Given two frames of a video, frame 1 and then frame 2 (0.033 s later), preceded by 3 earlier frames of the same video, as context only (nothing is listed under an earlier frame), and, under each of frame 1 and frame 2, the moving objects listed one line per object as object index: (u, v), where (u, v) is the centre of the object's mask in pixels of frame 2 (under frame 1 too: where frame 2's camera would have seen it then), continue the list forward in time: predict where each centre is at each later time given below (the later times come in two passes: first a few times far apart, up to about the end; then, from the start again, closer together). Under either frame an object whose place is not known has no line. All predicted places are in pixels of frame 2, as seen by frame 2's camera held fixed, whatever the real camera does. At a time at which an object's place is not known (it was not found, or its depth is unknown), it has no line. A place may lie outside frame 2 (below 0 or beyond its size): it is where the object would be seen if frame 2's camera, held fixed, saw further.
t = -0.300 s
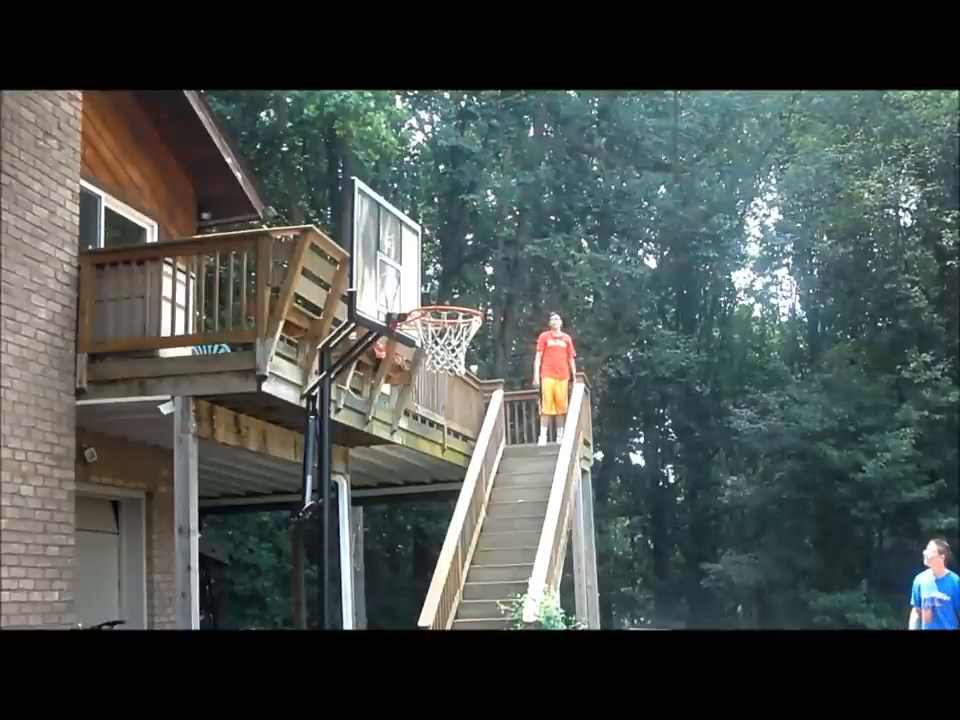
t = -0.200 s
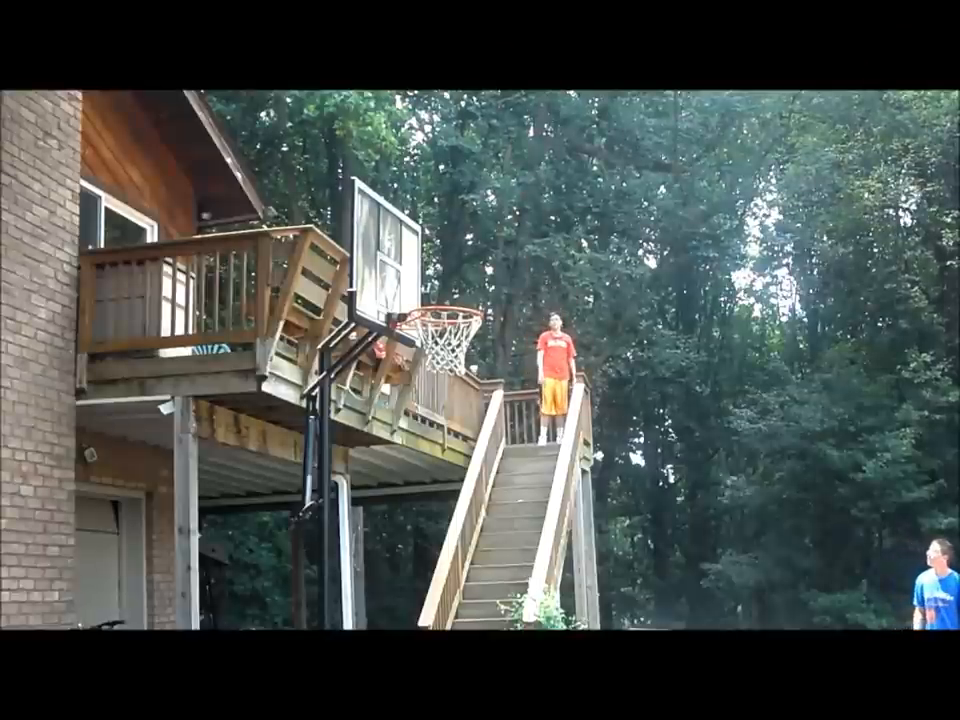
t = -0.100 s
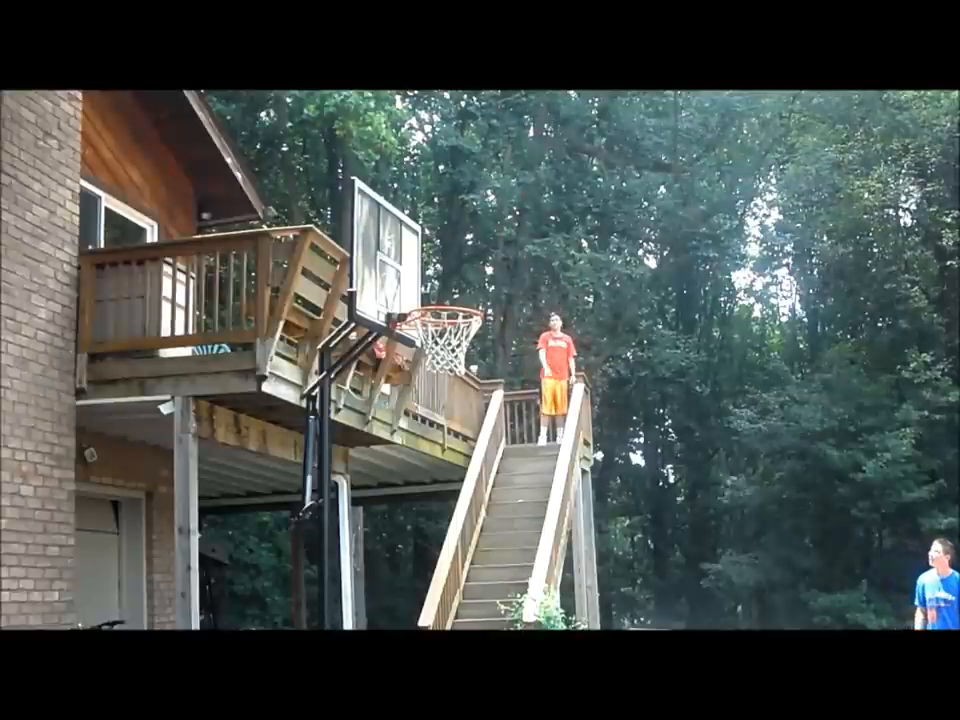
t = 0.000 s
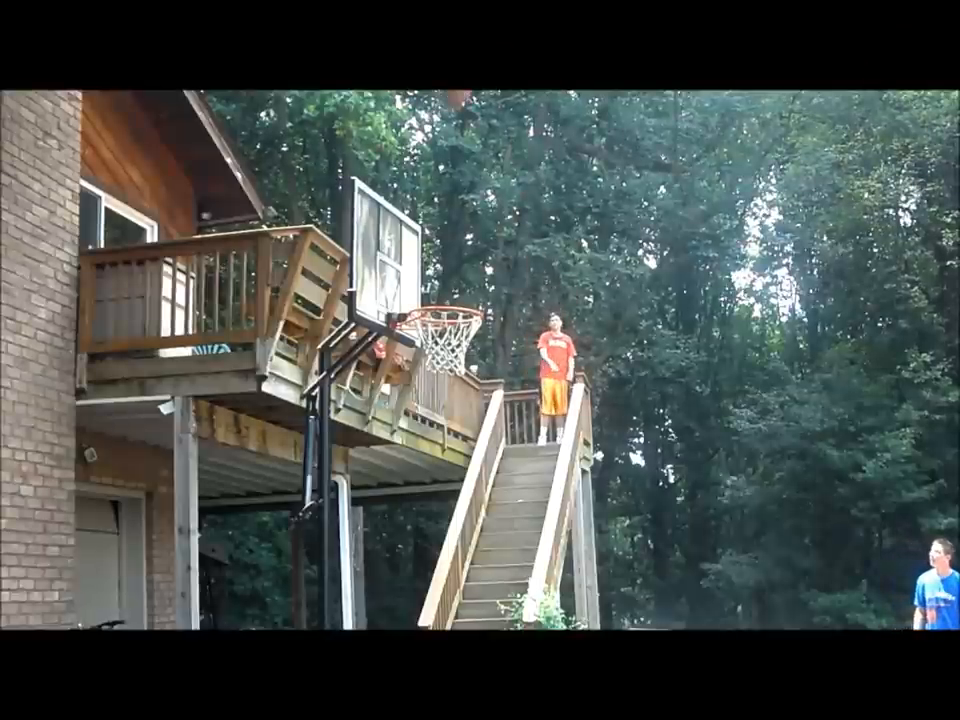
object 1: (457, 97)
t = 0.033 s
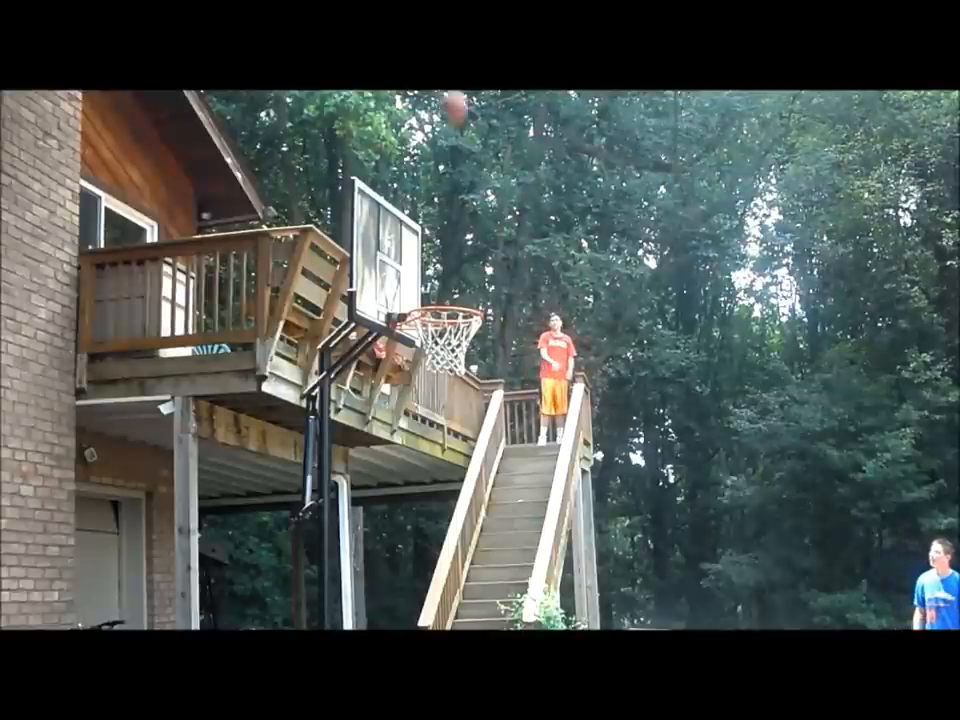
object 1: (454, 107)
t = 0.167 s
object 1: (441, 195)
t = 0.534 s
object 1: (477, 342)
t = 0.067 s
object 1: (451, 127)
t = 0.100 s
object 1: (448, 145)
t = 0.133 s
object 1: (444, 171)
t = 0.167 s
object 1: (441, 195)
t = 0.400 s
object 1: (454, 336)
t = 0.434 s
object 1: (461, 335)
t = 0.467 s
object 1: (469, 333)
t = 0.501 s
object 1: (473, 336)
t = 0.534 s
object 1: (477, 342)
